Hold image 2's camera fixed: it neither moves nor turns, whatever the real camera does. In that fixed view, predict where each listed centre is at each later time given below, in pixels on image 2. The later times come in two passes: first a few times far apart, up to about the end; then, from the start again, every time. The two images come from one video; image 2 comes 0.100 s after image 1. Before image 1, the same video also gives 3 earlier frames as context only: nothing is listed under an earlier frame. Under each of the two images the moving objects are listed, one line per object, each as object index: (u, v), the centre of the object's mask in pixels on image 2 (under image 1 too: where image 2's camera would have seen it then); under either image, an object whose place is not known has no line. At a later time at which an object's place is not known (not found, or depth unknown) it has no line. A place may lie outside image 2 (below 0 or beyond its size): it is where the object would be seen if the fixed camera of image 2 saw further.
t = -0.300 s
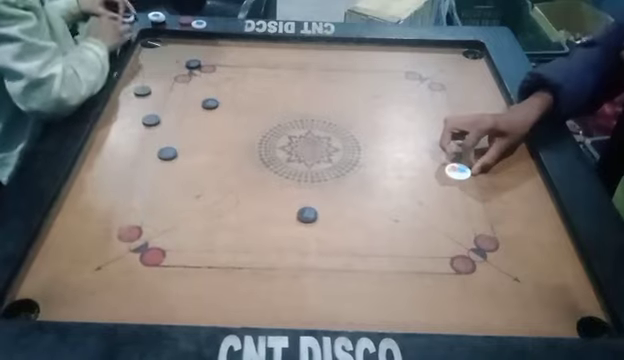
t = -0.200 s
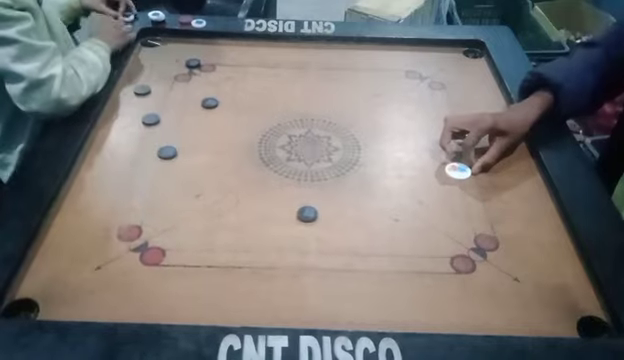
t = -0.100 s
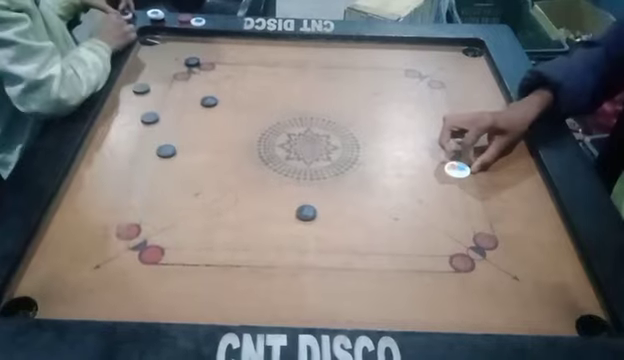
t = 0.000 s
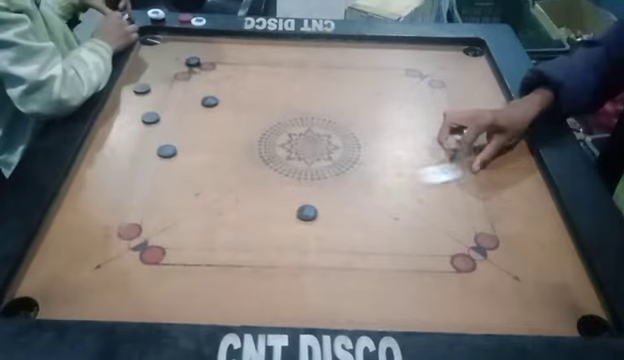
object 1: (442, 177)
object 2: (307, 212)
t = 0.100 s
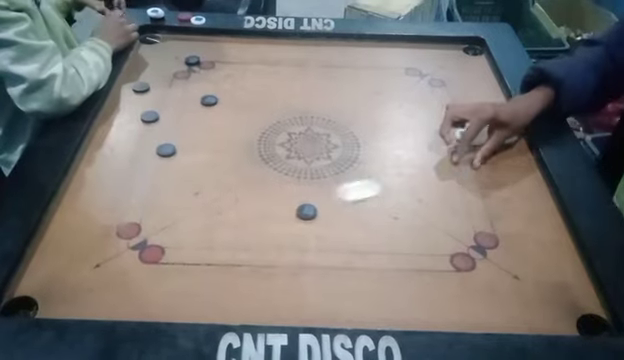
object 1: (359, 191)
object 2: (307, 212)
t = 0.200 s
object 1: (297, 193)
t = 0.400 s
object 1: (223, 173)
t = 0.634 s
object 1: (175, 161)
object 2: (102, 207)
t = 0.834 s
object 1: (175, 161)
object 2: (86, 161)
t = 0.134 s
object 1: (329, 197)
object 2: (307, 213)
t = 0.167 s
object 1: (311, 197)
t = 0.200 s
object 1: (297, 193)
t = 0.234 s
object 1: (282, 189)
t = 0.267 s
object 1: (270, 186)
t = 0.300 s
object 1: (257, 182)
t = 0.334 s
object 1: (245, 179)
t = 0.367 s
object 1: (233, 176)
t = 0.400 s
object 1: (223, 173)
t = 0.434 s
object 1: (212, 170)
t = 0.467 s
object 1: (202, 167)
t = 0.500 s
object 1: (193, 165)
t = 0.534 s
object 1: (184, 162)
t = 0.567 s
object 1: (178, 161)
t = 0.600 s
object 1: (176, 161)
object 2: (106, 217)
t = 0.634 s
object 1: (175, 161)
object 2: (102, 207)
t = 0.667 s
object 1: (175, 160)
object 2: (98, 199)
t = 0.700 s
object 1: (175, 161)
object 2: (95, 190)
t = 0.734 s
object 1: (175, 160)
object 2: (91, 183)
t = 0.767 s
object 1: (175, 160)
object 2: (89, 176)
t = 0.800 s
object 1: (175, 161)
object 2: (86, 169)
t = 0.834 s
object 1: (175, 161)
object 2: (86, 161)
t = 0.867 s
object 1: (175, 161)
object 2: (92, 156)
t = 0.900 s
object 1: (175, 161)
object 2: (98, 151)
